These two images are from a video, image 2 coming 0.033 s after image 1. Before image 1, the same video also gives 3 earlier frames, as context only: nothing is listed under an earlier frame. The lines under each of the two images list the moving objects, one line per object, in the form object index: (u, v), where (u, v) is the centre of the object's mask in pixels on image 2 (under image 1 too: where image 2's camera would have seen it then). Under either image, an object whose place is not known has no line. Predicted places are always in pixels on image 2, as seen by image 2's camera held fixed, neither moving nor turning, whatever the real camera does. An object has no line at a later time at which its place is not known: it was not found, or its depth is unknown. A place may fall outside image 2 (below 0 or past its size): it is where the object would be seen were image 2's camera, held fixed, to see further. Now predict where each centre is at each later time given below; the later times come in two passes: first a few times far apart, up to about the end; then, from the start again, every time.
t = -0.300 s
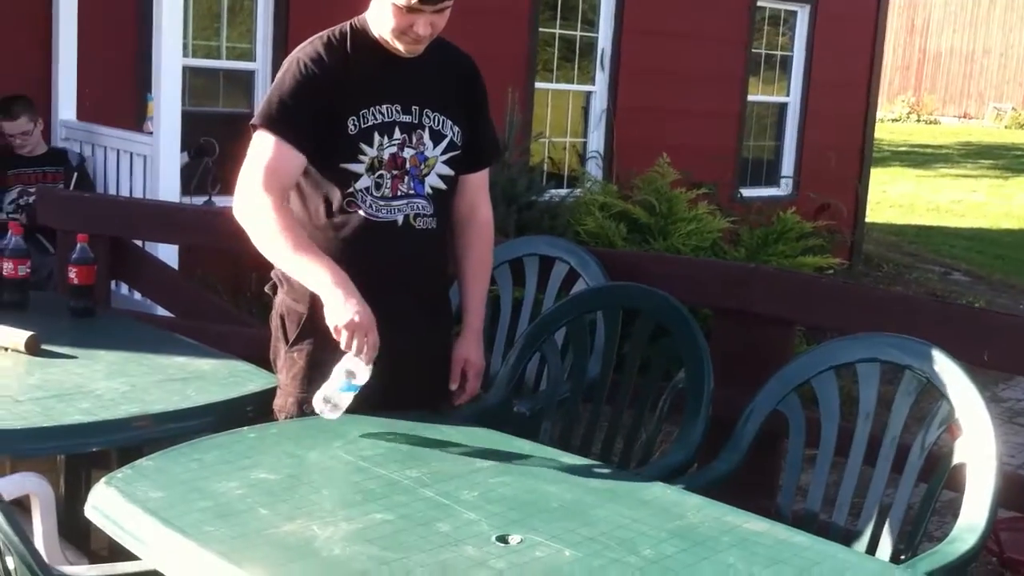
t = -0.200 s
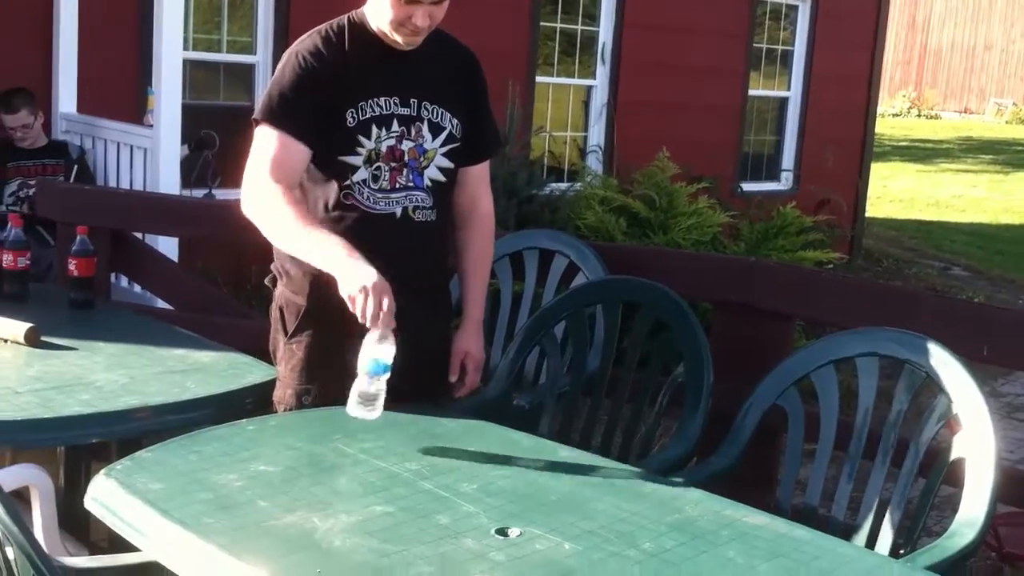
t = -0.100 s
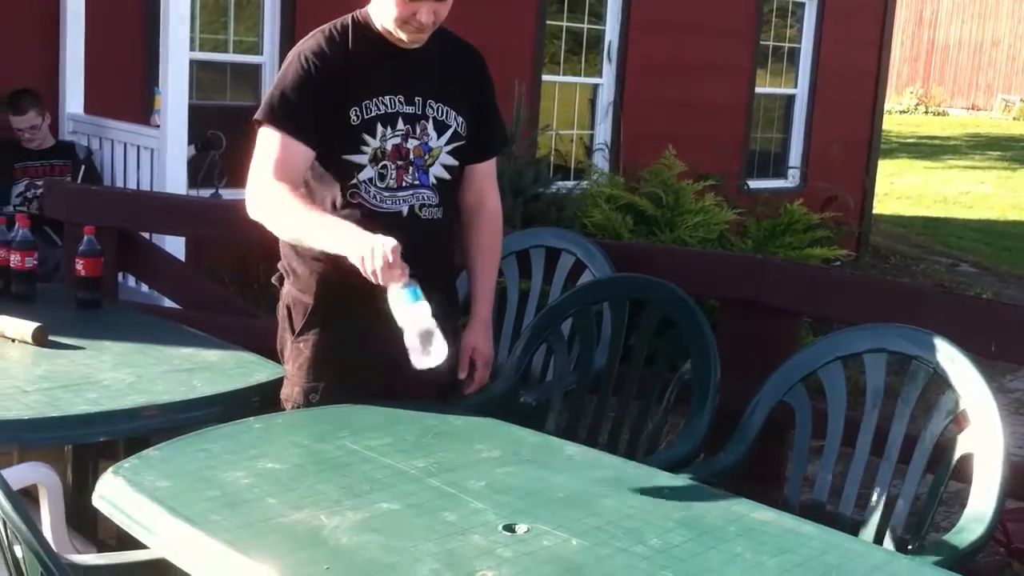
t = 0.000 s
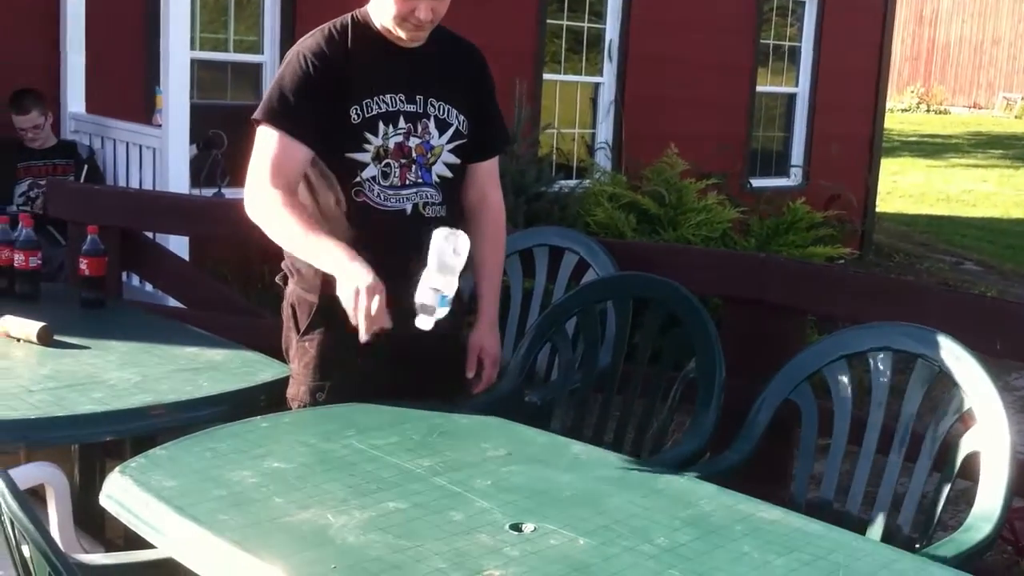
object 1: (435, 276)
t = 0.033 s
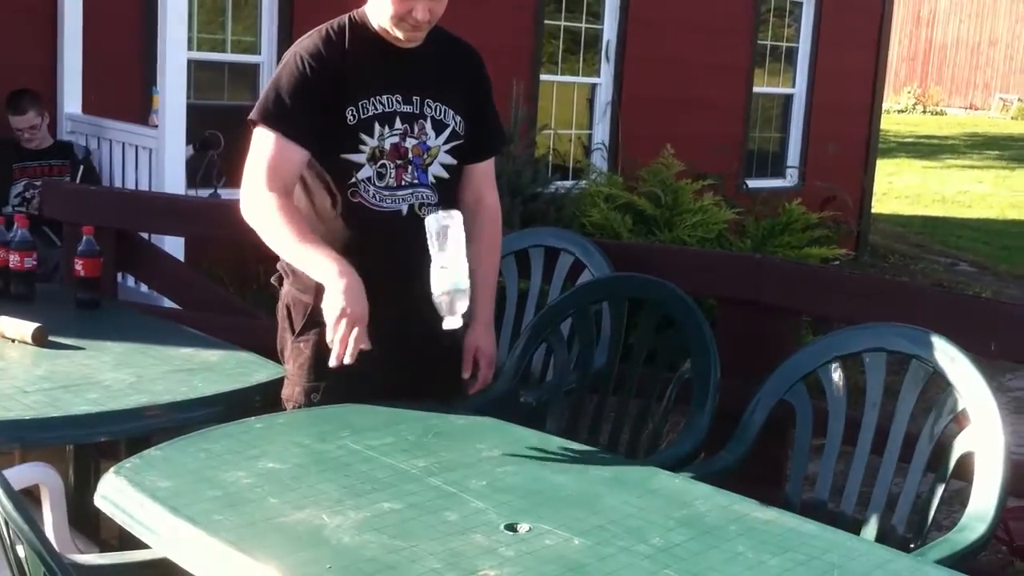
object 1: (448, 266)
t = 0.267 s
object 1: (471, 284)
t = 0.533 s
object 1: (464, 433)
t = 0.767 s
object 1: (463, 432)
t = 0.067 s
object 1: (461, 247)
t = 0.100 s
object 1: (467, 232)
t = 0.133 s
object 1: (467, 228)
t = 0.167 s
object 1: (469, 232)
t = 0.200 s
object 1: (470, 243)
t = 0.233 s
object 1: (472, 261)
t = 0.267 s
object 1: (471, 284)
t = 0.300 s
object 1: (471, 313)
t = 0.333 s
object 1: (470, 348)
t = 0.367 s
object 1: (469, 387)
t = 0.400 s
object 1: (469, 430)
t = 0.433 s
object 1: (468, 435)
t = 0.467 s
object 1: (467, 433)
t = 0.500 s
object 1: (466, 433)
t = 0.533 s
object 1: (464, 433)
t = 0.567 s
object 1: (462, 432)
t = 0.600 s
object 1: (463, 434)
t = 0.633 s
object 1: (464, 433)
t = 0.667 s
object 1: (464, 433)
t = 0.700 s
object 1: (464, 433)
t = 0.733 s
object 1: (464, 432)
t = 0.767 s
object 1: (463, 432)
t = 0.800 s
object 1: (464, 433)
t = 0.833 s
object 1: (464, 433)
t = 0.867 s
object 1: (464, 433)
